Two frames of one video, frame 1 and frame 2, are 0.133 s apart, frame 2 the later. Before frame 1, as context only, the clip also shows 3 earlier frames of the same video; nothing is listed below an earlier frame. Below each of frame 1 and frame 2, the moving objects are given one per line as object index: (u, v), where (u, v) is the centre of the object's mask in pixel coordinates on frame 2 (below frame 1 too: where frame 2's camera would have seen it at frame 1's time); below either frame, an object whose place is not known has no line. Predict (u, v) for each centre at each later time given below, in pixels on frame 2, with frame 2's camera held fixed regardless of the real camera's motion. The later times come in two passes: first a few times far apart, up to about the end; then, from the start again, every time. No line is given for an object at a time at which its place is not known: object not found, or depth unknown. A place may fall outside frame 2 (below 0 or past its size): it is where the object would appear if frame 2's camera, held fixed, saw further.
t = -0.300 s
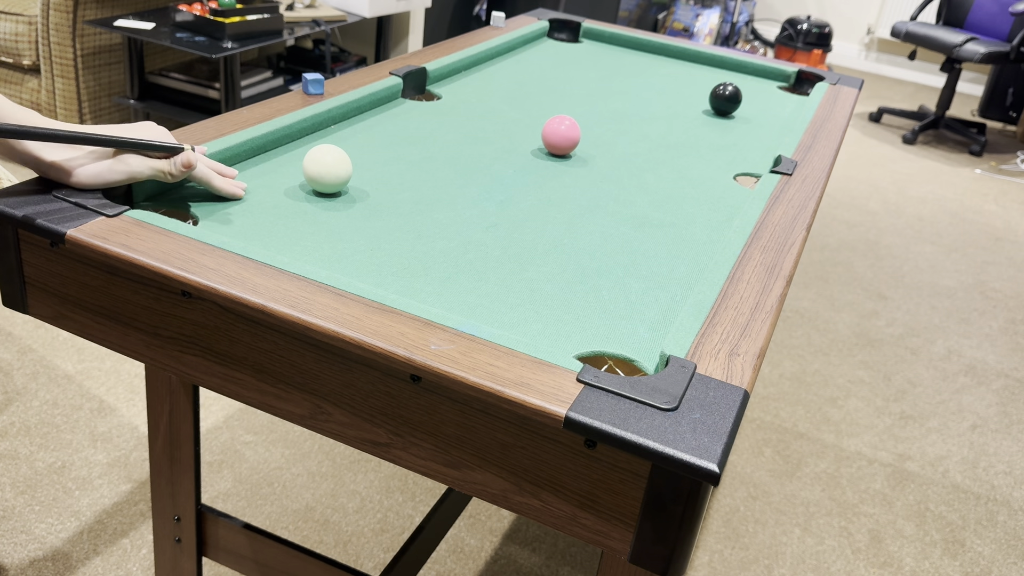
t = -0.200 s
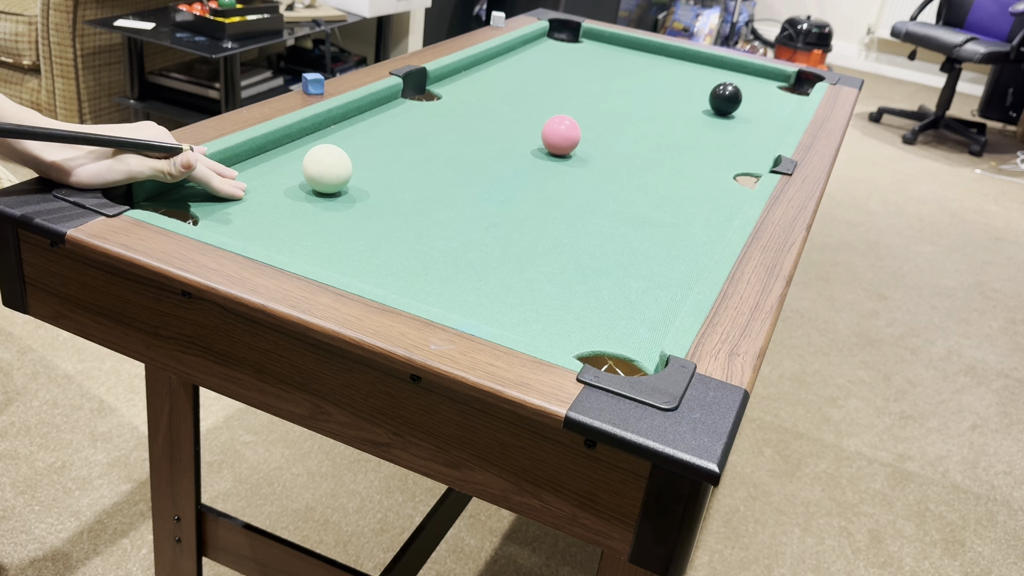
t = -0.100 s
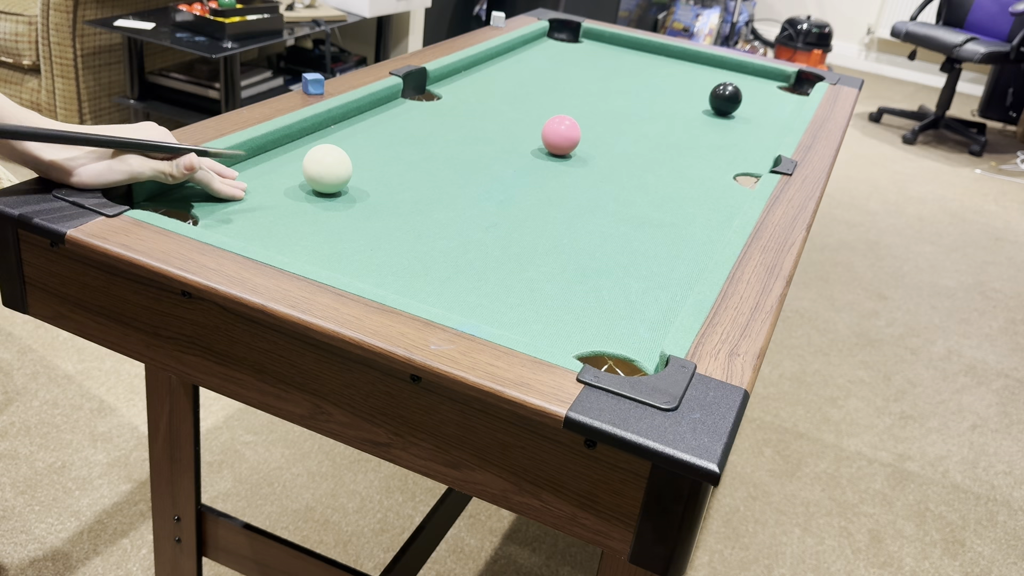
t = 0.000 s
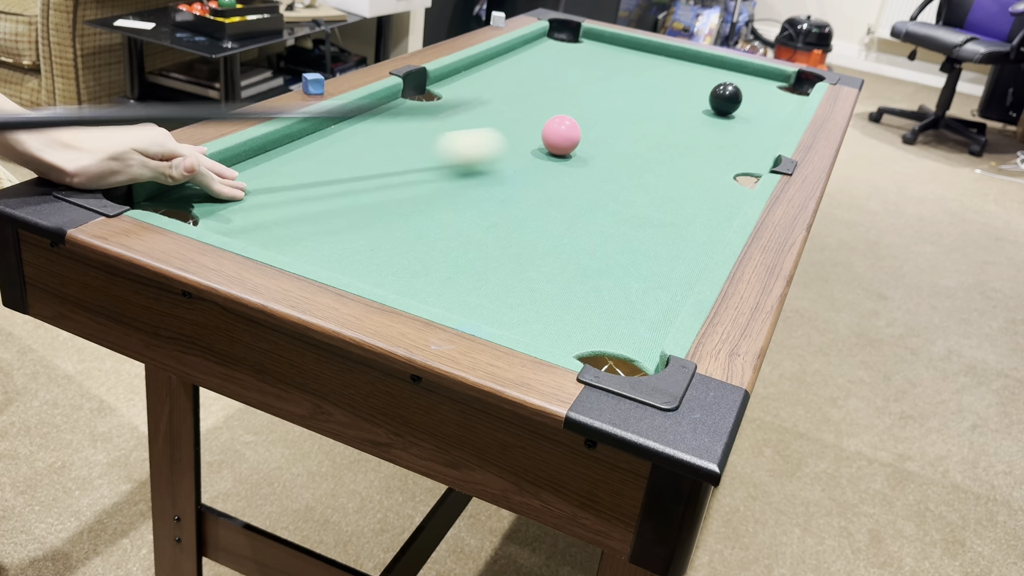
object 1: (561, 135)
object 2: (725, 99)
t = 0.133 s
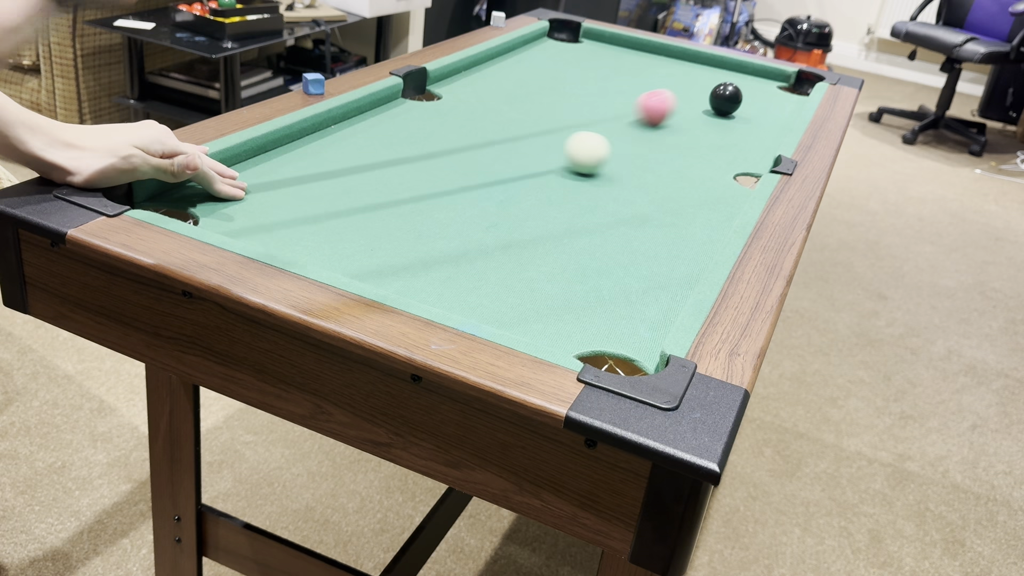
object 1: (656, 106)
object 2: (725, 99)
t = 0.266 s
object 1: (681, 78)
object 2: (785, 102)
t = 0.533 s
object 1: (654, 39)
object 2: (735, 74)
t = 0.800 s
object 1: (590, 48)
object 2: (700, 54)
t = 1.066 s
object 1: (528, 49)
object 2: (654, 49)
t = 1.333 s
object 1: (508, 57)
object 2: (611, 44)
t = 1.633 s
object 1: (509, 72)
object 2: (566, 39)
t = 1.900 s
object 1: (513, 86)
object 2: (538, 38)
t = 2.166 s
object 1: (519, 98)
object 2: (543, 44)
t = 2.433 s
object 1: (526, 110)
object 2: (548, 49)
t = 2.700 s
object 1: (532, 121)
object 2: (553, 54)
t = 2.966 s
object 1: (537, 130)
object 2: (557, 59)
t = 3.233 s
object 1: (540, 137)
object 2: (560, 62)
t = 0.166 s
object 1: (681, 99)
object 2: (725, 99)
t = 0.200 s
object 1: (691, 93)
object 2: (735, 99)
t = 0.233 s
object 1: (685, 85)
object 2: (762, 101)
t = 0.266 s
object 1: (681, 78)
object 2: (785, 102)
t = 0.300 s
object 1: (678, 72)
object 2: (781, 97)
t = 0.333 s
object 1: (676, 66)
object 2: (770, 94)
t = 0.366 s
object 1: (673, 61)
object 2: (762, 90)
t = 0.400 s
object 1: (671, 56)
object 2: (756, 86)
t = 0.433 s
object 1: (669, 51)
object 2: (750, 83)
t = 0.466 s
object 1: (666, 46)
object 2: (745, 80)
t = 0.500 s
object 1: (661, 40)
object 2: (740, 77)
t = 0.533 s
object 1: (654, 39)
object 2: (735, 74)
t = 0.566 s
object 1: (645, 43)
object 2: (730, 71)
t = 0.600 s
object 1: (636, 47)
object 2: (725, 68)
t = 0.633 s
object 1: (628, 48)
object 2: (721, 66)
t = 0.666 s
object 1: (620, 48)
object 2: (716, 63)
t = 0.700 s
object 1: (613, 48)
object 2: (712, 61)
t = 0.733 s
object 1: (605, 48)
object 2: (708, 58)
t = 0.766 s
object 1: (598, 48)
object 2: (704, 56)
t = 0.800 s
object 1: (590, 48)
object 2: (700, 54)
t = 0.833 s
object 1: (582, 48)
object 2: (694, 52)
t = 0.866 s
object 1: (574, 48)
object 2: (688, 52)
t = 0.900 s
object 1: (567, 48)
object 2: (682, 52)
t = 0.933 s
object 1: (559, 48)
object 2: (676, 51)
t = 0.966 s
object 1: (551, 49)
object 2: (671, 50)
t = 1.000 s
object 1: (543, 49)
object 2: (665, 50)
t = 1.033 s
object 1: (535, 48)
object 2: (659, 49)
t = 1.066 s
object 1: (528, 49)
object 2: (654, 49)
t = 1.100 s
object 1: (520, 49)
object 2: (648, 48)
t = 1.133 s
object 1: (513, 49)
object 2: (643, 47)
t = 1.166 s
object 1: (509, 49)
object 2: (637, 47)
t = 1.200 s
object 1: (509, 51)
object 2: (632, 47)
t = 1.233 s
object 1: (508, 53)
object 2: (627, 46)
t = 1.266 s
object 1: (508, 54)
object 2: (621, 45)
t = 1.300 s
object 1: (508, 56)
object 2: (616, 45)
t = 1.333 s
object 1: (508, 57)
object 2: (611, 44)
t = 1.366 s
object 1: (508, 59)
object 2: (606, 44)
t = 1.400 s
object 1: (508, 61)
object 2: (601, 43)
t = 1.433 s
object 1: (508, 62)
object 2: (596, 43)
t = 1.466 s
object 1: (508, 64)
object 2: (590, 42)
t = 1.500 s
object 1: (508, 66)
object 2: (586, 41)
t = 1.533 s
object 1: (509, 67)
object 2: (581, 41)
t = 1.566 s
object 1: (509, 69)
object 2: (576, 40)
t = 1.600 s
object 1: (509, 71)
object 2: (571, 40)
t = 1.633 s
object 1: (509, 72)
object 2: (566, 39)
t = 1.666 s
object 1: (510, 74)
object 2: (561, 39)
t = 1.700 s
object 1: (510, 76)
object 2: (557, 39)
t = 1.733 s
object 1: (511, 77)
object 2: (552, 38)
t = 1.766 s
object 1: (511, 79)
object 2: (548, 38)
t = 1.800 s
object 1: (512, 81)
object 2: (543, 38)
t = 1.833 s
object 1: (512, 82)
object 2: (538, 37)
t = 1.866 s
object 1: (513, 84)
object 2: (537, 38)
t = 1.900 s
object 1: (513, 86)
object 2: (538, 38)
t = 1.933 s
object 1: (514, 87)
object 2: (539, 39)
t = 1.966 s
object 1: (515, 89)
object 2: (539, 40)
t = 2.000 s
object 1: (515, 90)
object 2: (540, 41)
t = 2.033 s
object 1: (516, 92)
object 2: (540, 41)
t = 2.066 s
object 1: (517, 94)
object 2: (541, 42)
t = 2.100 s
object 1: (517, 95)
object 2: (542, 43)
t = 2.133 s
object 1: (518, 97)
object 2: (543, 43)
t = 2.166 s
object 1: (519, 98)
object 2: (543, 44)
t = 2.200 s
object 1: (520, 100)
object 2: (544, 45)
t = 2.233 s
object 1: (521, 102)
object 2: (545, 46)
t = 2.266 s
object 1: (521, 103)
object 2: (545, 46)
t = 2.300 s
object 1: (522, 105)
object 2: (546, 47)
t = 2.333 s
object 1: (523, 106)
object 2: (547, 47)
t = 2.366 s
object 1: (524, 107)
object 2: (547, 48)
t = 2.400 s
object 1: (525, 109)
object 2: (548, 49)
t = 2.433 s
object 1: (526, 110)
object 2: (548, 49)
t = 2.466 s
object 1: (526, 112)
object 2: (549, 50)
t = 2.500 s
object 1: (527, 113)
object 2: (549, 51)
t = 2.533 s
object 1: (528, 114)
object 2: (550, 51)
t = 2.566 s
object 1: (529, 116)
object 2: (551, 52)
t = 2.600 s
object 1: (530, 117)
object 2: (551, 52)
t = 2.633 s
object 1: (530, 118)
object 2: (552, 53)
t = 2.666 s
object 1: (531, 120)
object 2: (552, 54)
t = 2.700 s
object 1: (532, 121)
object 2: (553, 54)
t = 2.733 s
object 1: (533, 122)
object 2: (553, 55)
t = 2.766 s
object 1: (533, 123)
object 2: (554, 55)
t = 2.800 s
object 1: (534, 124)
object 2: (554, 56)
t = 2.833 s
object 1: (534, 126)
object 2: (555, 57)
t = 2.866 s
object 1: (535, 127)
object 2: (555, 57)
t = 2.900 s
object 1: (535, 128)
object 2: (556, 58)
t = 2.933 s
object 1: (536, 129)
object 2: (556, 58)
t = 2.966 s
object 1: (537, 130)
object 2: (557, 59)
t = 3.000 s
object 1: (537, 131)
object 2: (557, 59)
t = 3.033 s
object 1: (538, 132)
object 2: (557, 60)
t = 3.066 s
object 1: (538, 133)
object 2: (558, 60)
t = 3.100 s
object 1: (539, 134)
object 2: (558, 60)
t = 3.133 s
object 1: (539, 135)
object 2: (559, 61)
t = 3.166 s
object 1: (539, 135)
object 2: (559, 61)
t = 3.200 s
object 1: (540, 136)
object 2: (559, 62)
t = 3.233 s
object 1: (540, 137)
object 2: (560, 62)
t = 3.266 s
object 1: (540, 138)
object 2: (560, 62)
